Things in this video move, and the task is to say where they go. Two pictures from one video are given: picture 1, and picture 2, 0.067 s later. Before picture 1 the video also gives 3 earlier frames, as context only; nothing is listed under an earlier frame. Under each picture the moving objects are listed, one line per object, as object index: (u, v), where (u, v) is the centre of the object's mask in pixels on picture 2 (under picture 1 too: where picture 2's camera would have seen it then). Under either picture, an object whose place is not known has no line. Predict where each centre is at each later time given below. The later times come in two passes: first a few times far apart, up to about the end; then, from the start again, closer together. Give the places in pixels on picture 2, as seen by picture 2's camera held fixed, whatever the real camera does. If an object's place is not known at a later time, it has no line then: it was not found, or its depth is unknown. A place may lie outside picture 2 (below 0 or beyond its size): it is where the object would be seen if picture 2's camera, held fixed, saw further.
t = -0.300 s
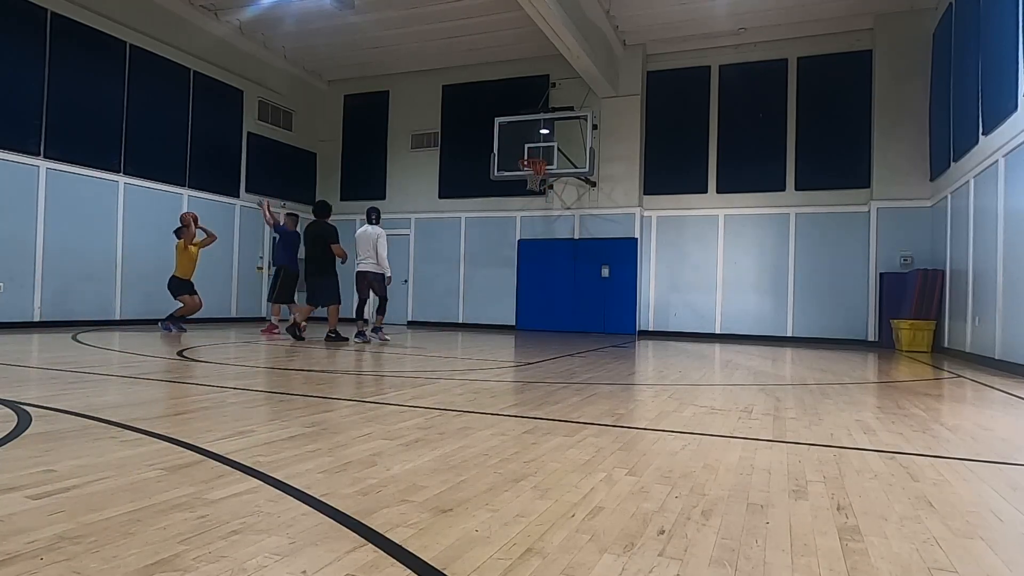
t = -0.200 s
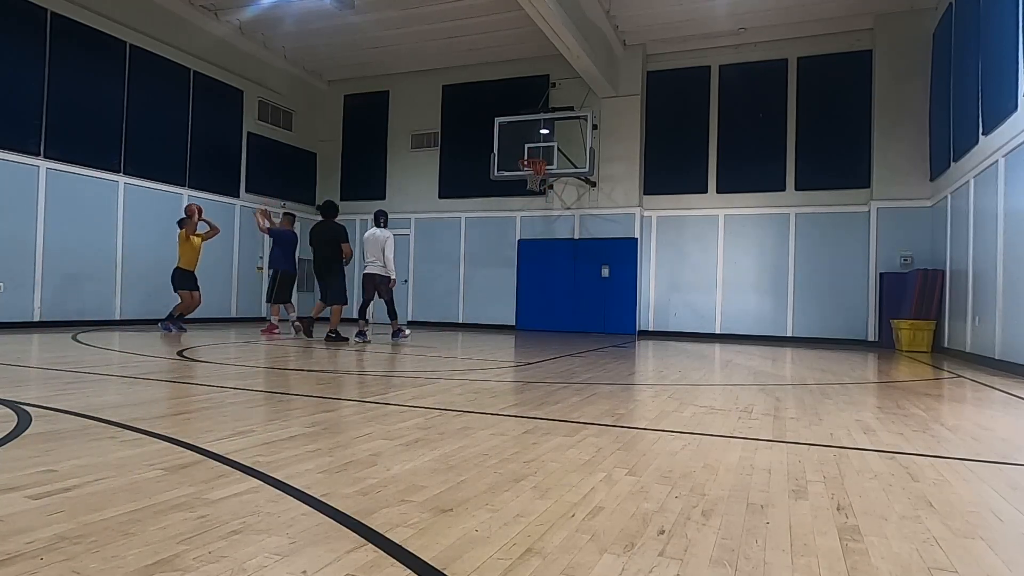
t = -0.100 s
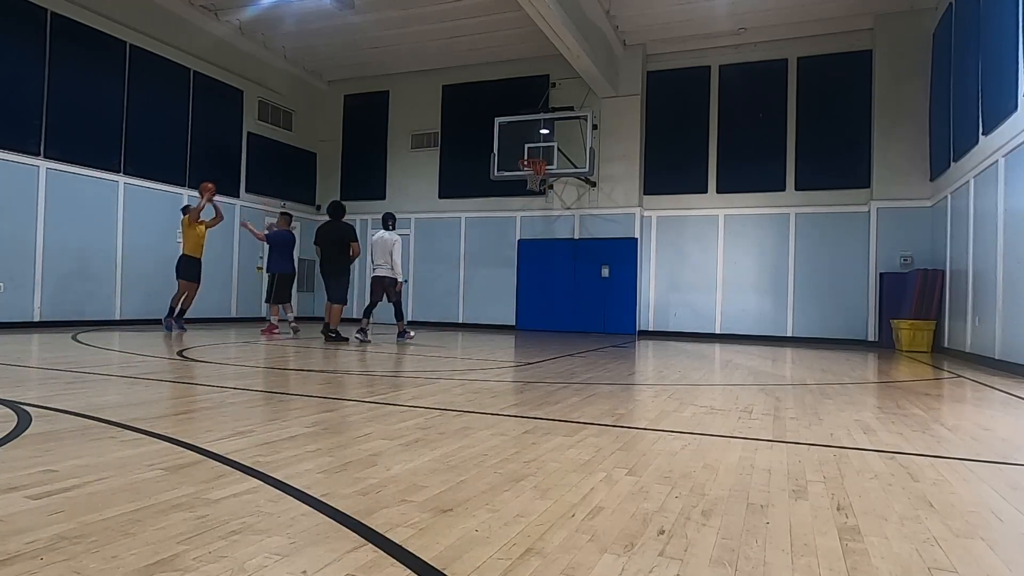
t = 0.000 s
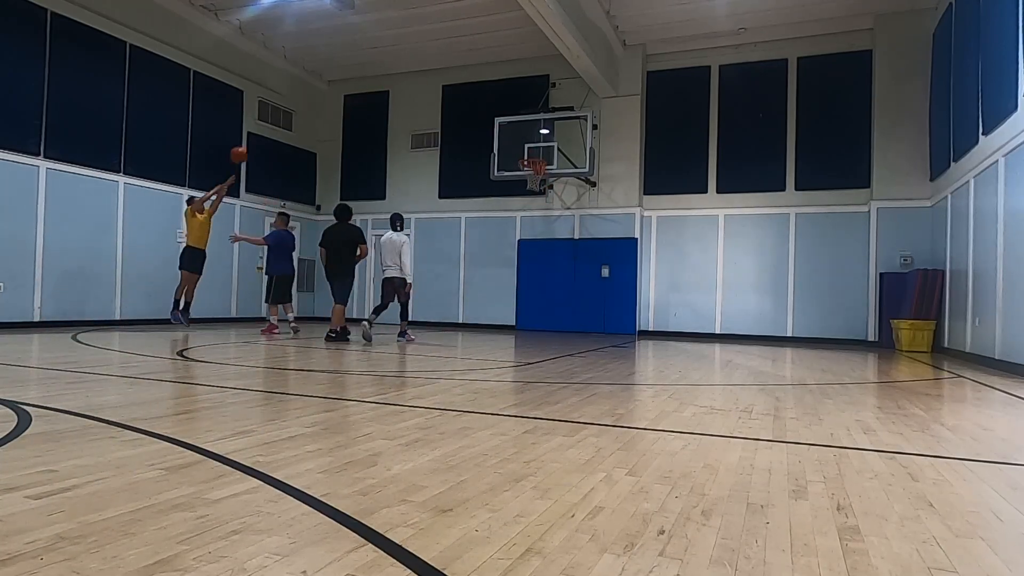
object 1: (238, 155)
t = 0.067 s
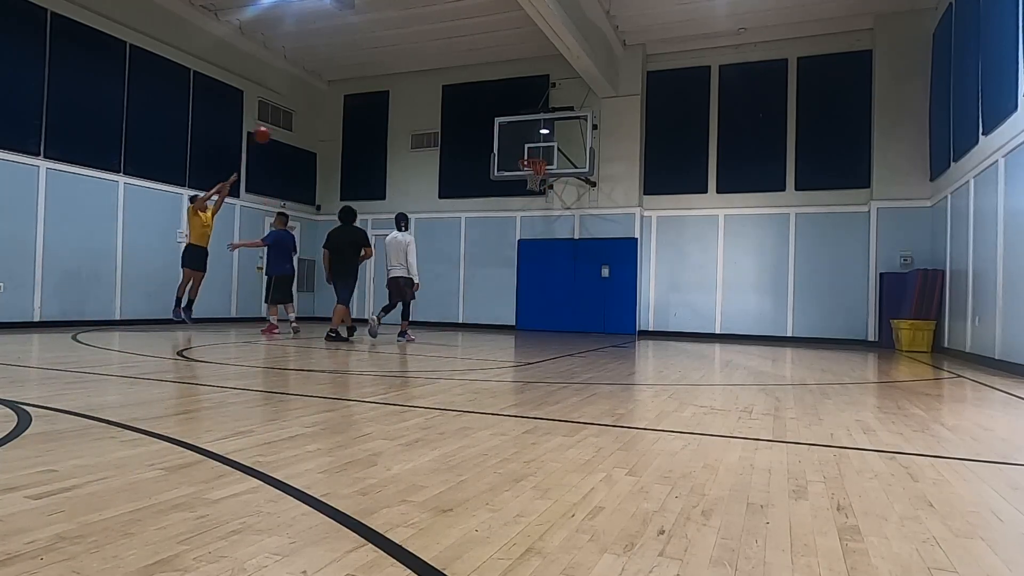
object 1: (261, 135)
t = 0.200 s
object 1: (305, 103)
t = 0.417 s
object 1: (370, 80)
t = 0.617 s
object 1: (426, 84)
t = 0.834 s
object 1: (482, 112)
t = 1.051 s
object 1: (530, 163)
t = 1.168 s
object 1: (542, 177)
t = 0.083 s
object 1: (267, 130)
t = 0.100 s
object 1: (272, 125)
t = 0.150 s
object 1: (289, 113)
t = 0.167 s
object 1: (295, 110)
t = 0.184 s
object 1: (300, 107)
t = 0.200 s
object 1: (305, 103)
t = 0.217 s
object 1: (310, 101)
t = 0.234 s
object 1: (316, 97)
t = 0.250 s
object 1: (321, 95)
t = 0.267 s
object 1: (326, 93)
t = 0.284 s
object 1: (331, 91)
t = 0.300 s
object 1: (336, 89)
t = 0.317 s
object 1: (340, 86)
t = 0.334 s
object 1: (346, 85)
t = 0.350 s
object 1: (351, 84)
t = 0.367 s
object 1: (356, 82)
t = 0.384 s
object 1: (361, 81)
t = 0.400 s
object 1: (366, 80)
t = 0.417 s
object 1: (370, 80)
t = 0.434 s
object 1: (376, 79)
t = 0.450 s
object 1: (380, 79)
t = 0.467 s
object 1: (385, 78)
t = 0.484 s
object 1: (390, 78)
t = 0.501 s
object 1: (395, 78)
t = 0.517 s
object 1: (399, 78)
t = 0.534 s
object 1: (404, 79)
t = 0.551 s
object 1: (408, 79)
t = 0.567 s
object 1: (413, 80)
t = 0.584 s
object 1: (417, 81)
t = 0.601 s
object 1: (422, 82)
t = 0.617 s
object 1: (426, 84)
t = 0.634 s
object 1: (431, 85)
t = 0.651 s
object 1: (435, 86)
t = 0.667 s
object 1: (440, 87)
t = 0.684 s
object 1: (444, 89)
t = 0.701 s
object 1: (448, 91)
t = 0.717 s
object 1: (452, 93)
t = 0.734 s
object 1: (457, 95)
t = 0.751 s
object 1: (461, 98)
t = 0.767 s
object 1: (465, 100)
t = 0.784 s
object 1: (469, 103)
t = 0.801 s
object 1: (473, 106)
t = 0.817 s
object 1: (477, 109)
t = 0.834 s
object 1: (482, 112)
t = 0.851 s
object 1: (486, 115)
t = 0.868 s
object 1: (489, 119)
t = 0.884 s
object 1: (494, 122)
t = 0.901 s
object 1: (497, 126)
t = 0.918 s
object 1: (501, 130)
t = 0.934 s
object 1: (506, 134)
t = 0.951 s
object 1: (510, 138)
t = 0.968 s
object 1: (514, 142)
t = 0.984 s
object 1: (517, 146)
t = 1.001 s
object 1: (521, 150)
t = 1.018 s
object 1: (524, 155)
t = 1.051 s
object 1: (530, 163)
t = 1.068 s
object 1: (533, 164)
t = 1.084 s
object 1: (533, 164)
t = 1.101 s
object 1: (542, 171)
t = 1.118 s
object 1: (541, 171)
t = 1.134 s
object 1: (541, 172)
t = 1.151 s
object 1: (538, 168)
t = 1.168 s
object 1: (542, 177)
